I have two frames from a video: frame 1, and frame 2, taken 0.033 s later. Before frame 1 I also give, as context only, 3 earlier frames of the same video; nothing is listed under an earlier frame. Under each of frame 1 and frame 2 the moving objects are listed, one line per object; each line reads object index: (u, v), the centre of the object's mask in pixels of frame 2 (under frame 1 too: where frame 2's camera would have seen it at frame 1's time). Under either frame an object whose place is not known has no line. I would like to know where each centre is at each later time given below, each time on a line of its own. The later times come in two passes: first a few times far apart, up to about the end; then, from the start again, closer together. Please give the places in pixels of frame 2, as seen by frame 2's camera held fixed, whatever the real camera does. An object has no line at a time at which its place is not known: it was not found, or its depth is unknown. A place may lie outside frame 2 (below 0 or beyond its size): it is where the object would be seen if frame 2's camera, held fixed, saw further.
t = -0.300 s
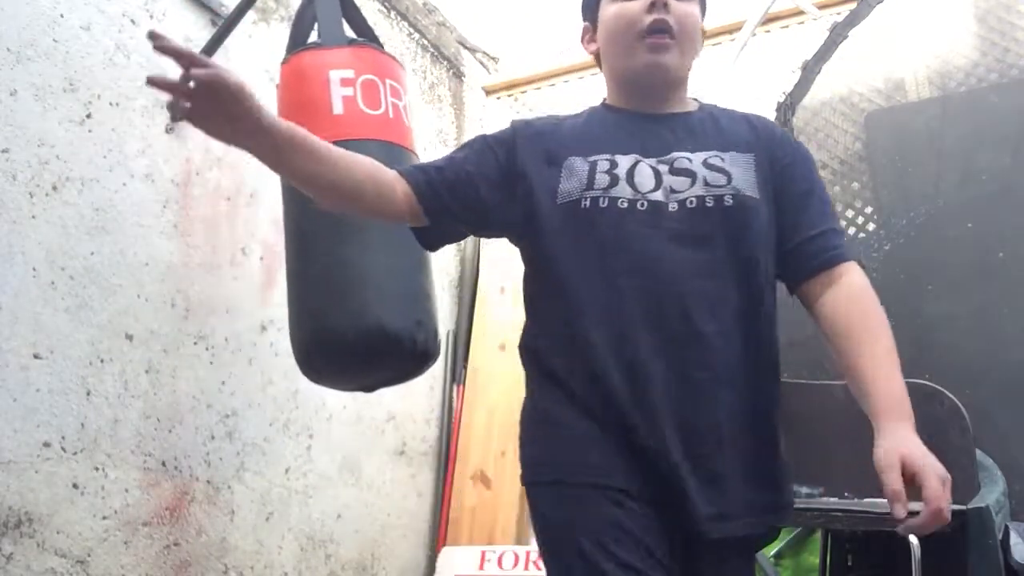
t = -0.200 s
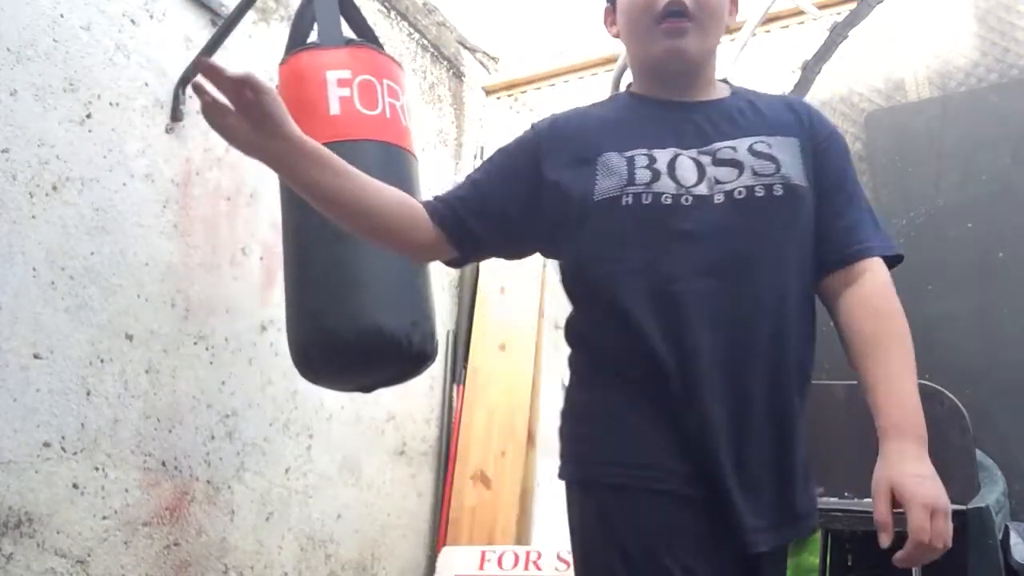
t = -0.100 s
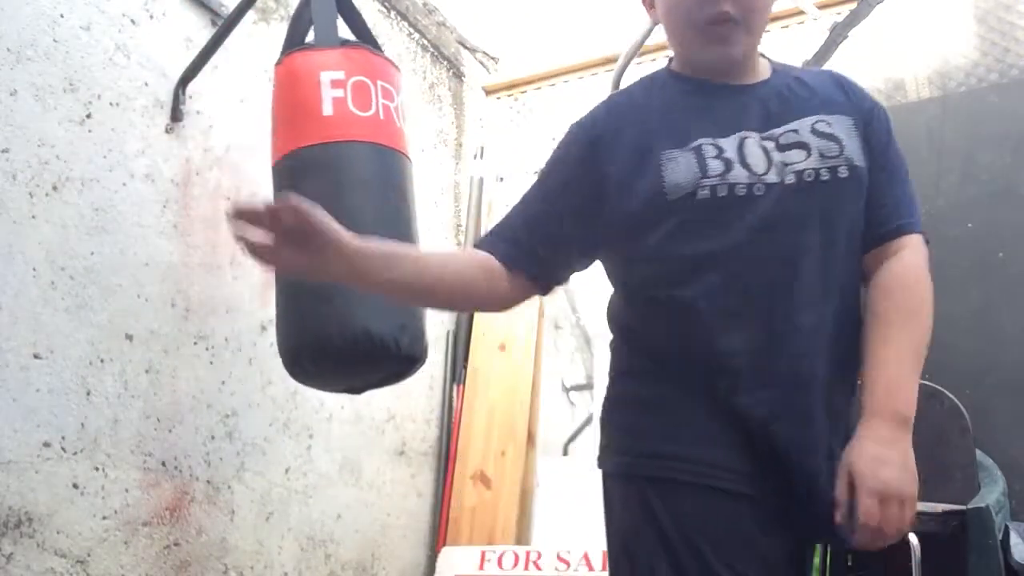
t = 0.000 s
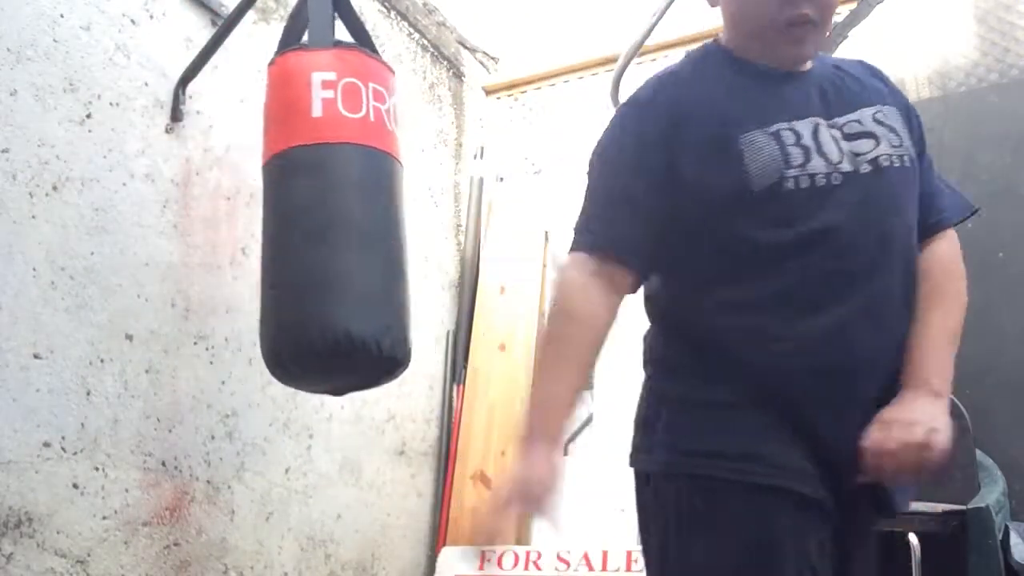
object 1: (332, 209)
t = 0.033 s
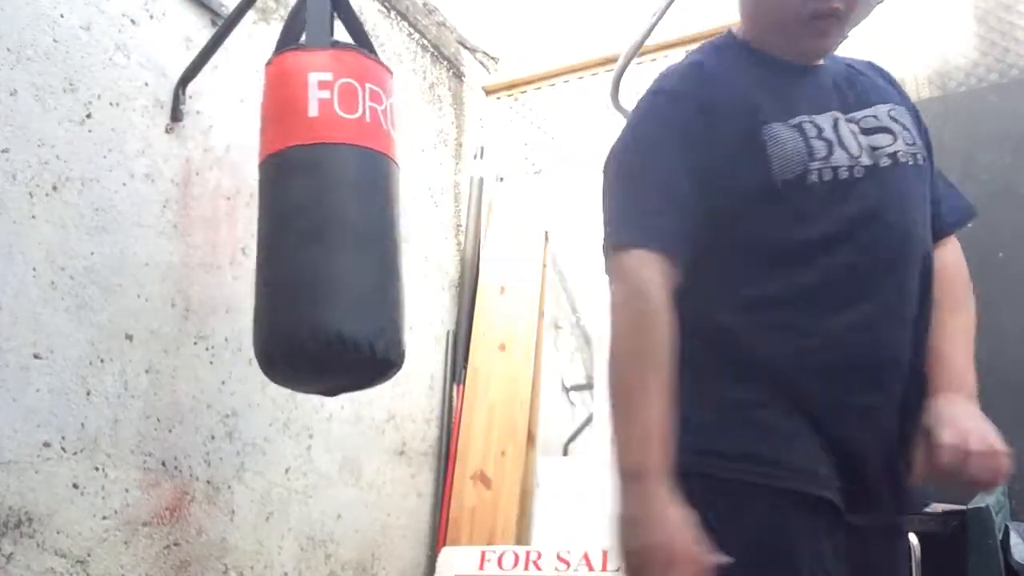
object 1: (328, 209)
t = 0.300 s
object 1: (291, 210)
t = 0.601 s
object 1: (275, 209)
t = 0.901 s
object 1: (301, 210)
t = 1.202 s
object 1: (340, 208)
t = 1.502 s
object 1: (349, 207)
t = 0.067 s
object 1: (323, 210)
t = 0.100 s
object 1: (318, 210)
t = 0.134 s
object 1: (314, 210)
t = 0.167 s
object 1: (309, 210)
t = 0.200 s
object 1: (304, 210)
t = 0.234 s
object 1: (300, 210)
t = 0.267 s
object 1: (295, 210)
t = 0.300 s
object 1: (291, 210)
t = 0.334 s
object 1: (287, 210)
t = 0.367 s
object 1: (284, 209)
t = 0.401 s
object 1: (281, 209)
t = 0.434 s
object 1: (279, 209)
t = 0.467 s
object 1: (277, 209)
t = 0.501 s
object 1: (275, 209)
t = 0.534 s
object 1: (275, 209)
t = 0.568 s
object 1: (275, 209)
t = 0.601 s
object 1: (275, 209)
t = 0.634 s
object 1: (276, 209)
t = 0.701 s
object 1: (280, 209)
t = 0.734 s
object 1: (282, 209)
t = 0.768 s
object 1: (285, 209)
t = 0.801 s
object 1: (289, 209)
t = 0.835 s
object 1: (293, 210)
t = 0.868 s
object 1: (297, 210)
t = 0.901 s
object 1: (301, 210)
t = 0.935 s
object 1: (306, 210)
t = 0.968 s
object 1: (311, 210)
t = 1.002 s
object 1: (315, 209)
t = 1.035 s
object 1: (320, 209)
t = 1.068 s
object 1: (325, 209)
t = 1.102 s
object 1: (329, 209)
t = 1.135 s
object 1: (333, 208)
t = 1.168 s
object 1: (337, 208)
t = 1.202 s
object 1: (340, 208)
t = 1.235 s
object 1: (343, 208)
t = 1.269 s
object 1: (346, 207)
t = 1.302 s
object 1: (348, 207)
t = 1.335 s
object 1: (349, 207)
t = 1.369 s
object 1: (350, 206)
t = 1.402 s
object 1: (351, 207)
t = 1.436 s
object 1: (351, 207)
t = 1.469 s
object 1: (350, 207)
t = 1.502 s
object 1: (349, 207)
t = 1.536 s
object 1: (347, 207)
